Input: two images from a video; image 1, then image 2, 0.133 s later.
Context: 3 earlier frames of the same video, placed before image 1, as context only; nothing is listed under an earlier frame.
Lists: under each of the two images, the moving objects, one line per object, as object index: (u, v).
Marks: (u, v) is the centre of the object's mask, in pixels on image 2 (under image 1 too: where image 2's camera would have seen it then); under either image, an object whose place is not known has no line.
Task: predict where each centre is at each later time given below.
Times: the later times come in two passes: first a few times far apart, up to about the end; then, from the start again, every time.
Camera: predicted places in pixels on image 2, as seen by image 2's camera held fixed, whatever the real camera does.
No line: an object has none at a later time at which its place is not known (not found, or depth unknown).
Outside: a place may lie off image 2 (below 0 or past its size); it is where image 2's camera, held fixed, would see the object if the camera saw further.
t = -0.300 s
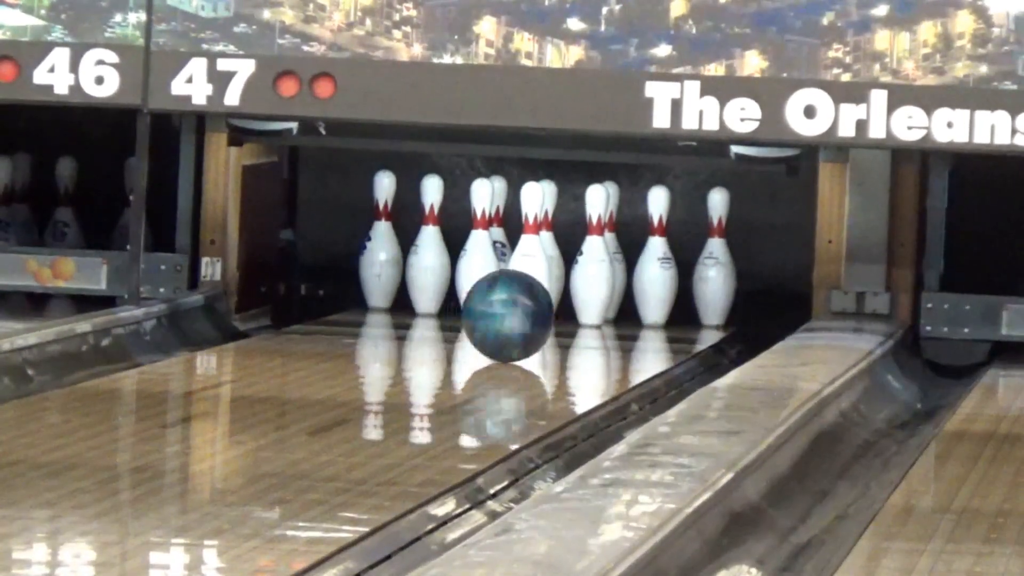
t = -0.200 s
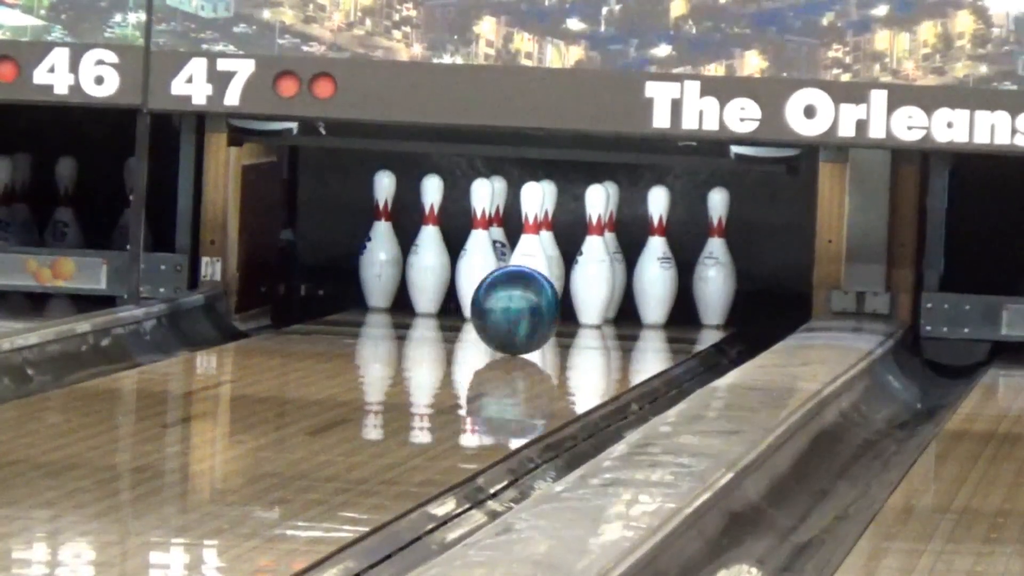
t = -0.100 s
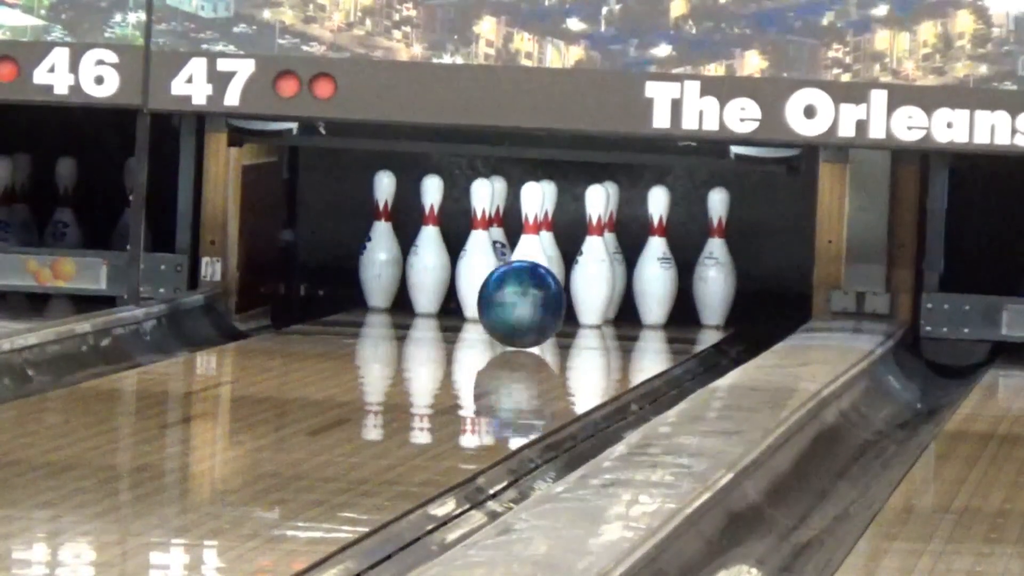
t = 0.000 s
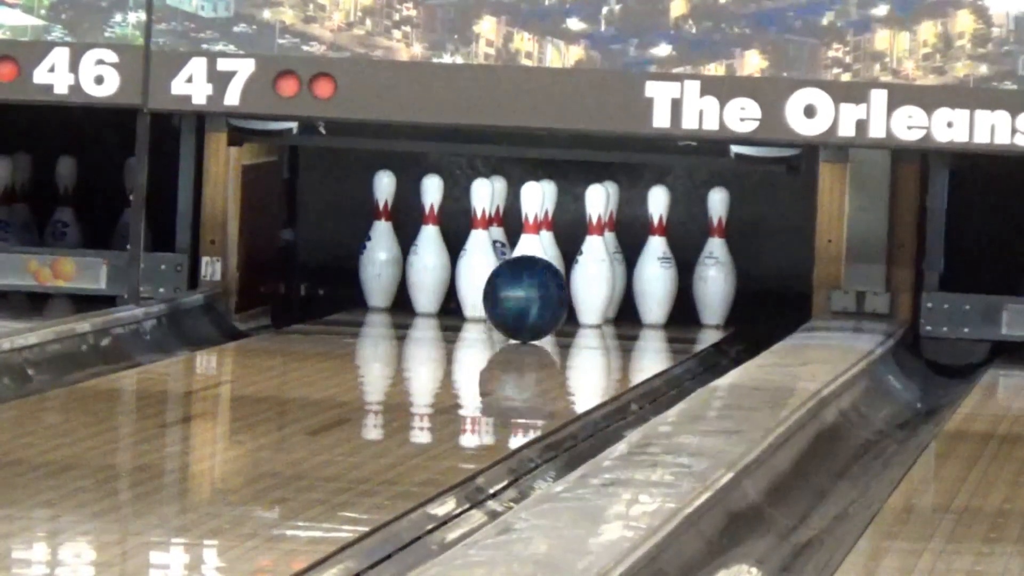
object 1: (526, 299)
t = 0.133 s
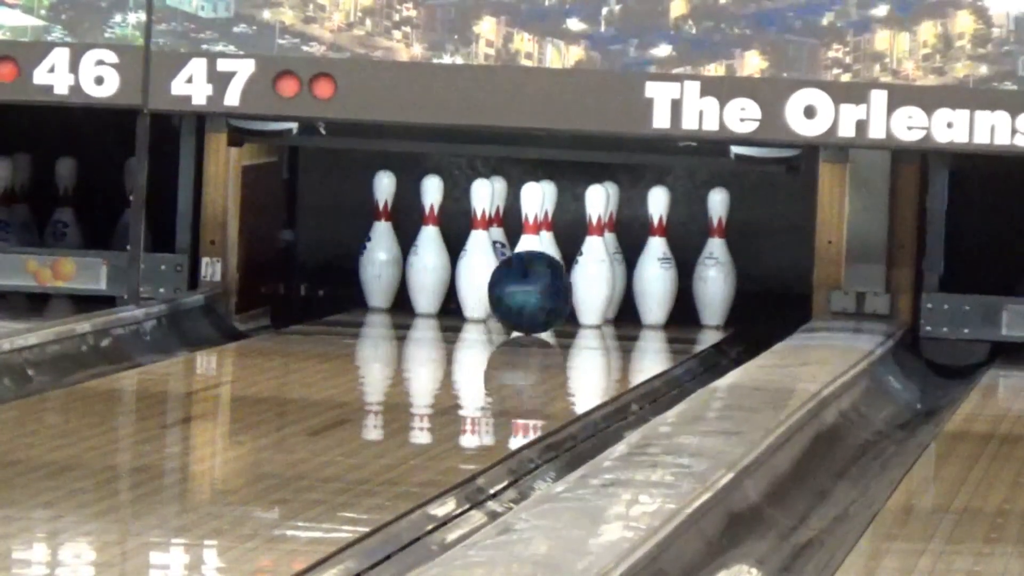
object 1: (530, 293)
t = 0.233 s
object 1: (531, 288)
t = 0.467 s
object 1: (539, 280)
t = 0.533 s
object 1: (541, 280)
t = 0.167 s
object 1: (530, 291)
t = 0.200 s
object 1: (531, 289)
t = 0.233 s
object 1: (531, 288)
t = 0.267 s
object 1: (532, 286)
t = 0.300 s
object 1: (533, 285)
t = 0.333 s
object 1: (534, 285)
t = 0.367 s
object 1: (536, 284)
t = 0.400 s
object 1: (536, 282)
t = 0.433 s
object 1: (538, 280)
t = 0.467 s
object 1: (539, 280)
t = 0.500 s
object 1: (540, 279)
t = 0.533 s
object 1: (541, 280)
